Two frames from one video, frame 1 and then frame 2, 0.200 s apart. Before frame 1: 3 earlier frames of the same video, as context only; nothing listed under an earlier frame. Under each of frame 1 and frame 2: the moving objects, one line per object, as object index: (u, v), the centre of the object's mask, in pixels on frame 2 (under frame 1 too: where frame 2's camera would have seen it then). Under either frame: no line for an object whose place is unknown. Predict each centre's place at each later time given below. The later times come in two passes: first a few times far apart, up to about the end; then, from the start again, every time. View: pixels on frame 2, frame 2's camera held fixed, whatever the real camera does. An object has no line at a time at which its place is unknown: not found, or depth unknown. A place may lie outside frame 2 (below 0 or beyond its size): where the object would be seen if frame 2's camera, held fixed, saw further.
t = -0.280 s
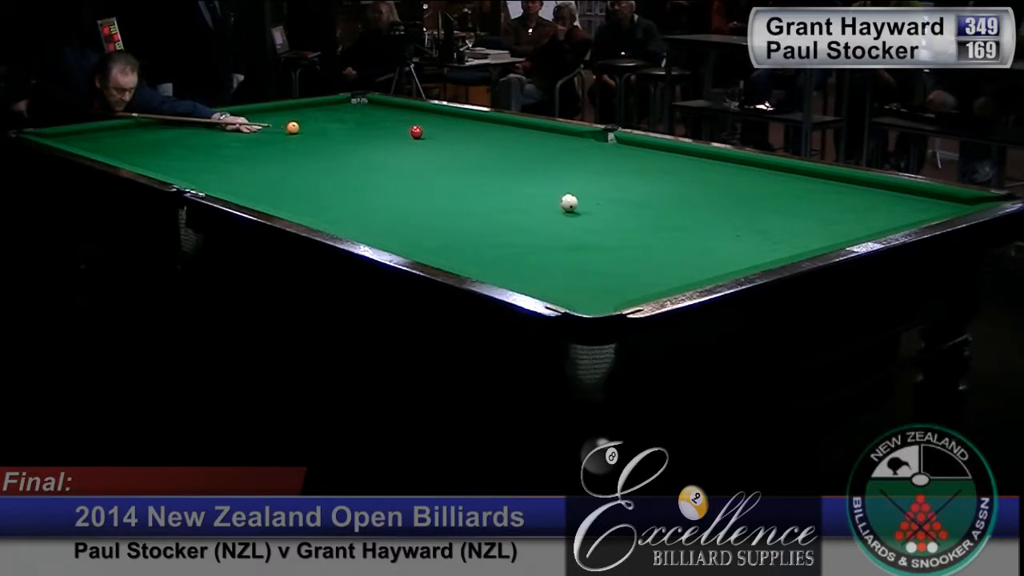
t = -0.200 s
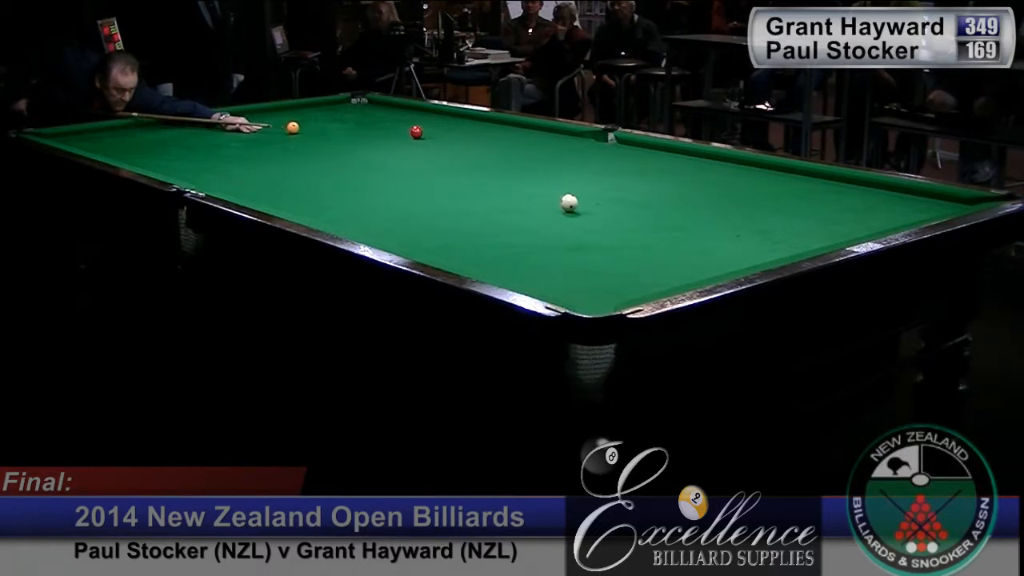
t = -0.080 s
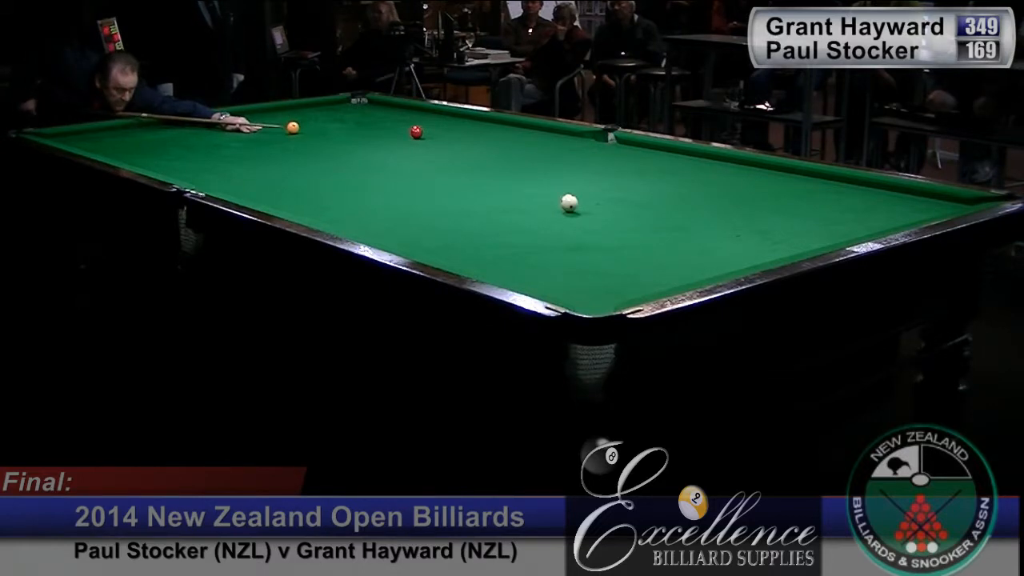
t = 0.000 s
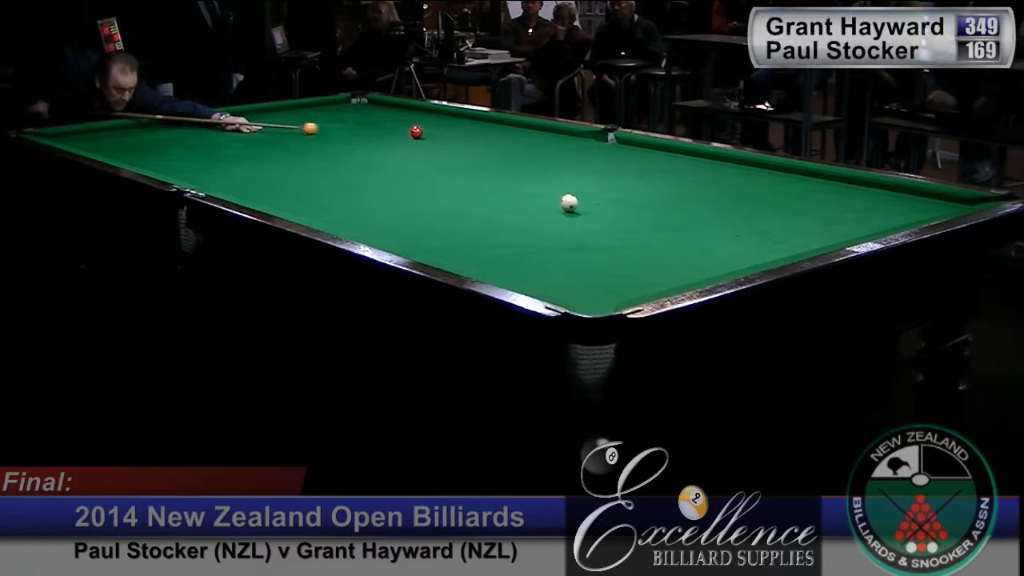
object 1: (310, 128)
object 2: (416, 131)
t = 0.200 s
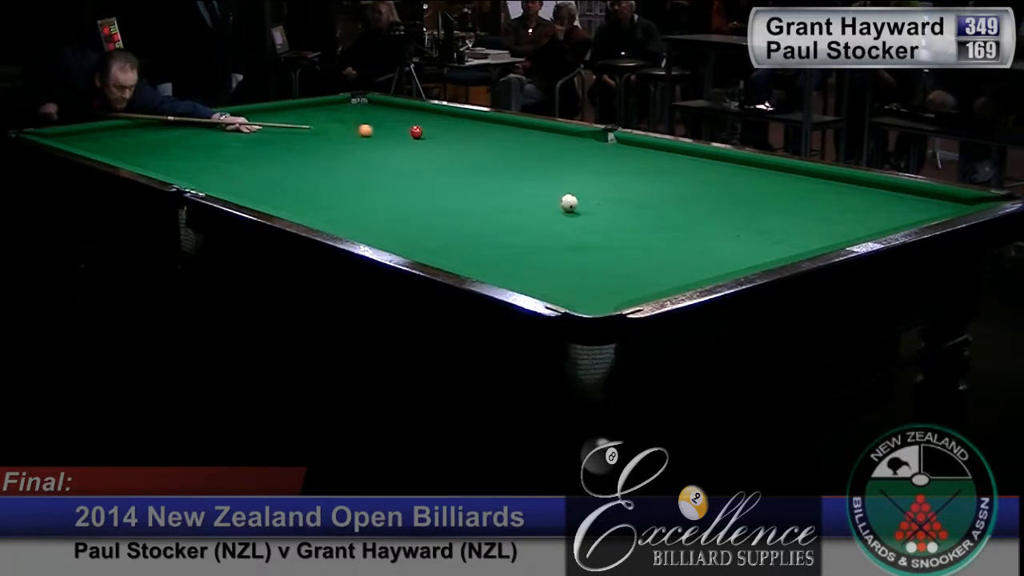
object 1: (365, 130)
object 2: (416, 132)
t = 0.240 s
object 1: (376, 130)
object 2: (416, 131)
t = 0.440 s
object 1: (406, 132)
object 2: (439, 132)
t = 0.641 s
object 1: (418, 134)
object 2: (477, 133)
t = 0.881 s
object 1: (433, 136)
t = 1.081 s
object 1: (444, 138)
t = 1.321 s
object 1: (458, 140)
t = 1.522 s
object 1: (468, 141)
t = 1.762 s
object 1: (480, 143)
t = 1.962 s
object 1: (490, 144)
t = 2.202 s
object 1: (500, 146)
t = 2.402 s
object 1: (508, 147)
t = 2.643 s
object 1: (517, 148)
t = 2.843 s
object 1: (524, 149)
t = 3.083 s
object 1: (531, 150)
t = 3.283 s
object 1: (537, 151)
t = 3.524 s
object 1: (542, 151)
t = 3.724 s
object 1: (546, 152)
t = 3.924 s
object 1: (549, 152)
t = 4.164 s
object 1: (551, 153)
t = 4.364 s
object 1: (552, 153)
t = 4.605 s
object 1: (552, 153)
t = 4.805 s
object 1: (553, 153)
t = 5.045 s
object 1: (553, 153)
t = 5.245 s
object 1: (553, 153)
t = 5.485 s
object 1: (553, 153)
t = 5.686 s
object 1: (553, 153)
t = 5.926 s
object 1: (553, 153)
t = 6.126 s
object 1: (553, 153)
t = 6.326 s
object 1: (553, 153)
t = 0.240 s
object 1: (376, 130)
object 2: (416, 131)
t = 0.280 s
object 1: (387, 130)
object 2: (416, 132)
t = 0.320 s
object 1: (397, 131)
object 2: (416, 132)
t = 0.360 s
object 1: (404, 131)
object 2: (420, 132)
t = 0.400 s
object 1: (404, 132)
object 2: (430, 132)
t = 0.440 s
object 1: (406, 132)
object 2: (439, 132)
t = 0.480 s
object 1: (409, 133)
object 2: (448, 132)
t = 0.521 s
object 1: (411, 133)
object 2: (456, 132)
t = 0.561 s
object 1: (414, 134)
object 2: (462, 132)
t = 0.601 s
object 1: (416, 134)
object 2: (470, 132)
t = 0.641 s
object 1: (418, 134)
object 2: (477, 133)
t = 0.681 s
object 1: (421, 134)
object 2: (484, 133)
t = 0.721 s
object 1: (424, 135)
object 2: (492, 133)
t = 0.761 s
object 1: (426, 135)
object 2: (499, 133)
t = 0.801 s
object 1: (428, 135)
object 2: (506, 133)
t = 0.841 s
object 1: (430, 136)
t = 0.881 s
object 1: (433, 136)
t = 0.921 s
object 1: (435, 137)
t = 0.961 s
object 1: (438, 137)
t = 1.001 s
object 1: (440, 137)
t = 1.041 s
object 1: (442, 138)
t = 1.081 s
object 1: (444, 138)
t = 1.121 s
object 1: (447, 138)
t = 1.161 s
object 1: (449, 139)
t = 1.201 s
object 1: (451, 139)
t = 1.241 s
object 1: (453, 139)
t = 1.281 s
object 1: (455, 139)
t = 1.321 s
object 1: (458, 140)
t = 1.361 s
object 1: (460, 140)
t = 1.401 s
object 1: (462, 140)
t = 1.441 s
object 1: (464, 141)
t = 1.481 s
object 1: (466, 141)
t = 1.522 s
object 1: (468, 141)
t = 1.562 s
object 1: (471, 141)
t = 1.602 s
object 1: (472, 142)
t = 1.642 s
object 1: (474, 142)
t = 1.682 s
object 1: (476, 142)
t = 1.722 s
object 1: (478, 142)
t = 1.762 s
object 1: (480, 143)
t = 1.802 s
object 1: (482, 143)
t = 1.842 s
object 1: (484, 143)
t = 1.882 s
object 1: (486, 144)
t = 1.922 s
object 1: (488, 144)
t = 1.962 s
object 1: (490, 144)
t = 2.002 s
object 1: (491, 144)
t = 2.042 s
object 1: (493, 145)
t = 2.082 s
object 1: (495, 145)
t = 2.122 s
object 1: (497, 145)
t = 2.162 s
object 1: (498, 145)
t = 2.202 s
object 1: (500, 146)
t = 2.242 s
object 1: (502, 146)
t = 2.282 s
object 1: (503, 146)
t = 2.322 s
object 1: (505, 146)
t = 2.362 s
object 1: (507, 147)
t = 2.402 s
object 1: (508, 147)
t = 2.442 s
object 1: (510, 147)
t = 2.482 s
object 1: (511, 147)
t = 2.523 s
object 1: (513, 148)
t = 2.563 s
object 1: (515, 148)
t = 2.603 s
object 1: (516, 148)
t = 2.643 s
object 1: (517, 148)
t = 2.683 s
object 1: (519, 148)
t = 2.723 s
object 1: (520, 148)
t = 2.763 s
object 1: (522, 149)
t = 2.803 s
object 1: (523, 149)
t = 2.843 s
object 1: (524, 149)
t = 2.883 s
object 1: (525, 149)
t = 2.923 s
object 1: (526, 149)
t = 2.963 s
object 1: (528, 150)
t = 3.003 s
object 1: (529, 150)
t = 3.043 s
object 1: (530, 150)
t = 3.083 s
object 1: (531, 150)
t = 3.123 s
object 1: (532, 150)
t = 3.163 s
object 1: (533, 150)
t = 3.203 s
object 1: (534, 151)
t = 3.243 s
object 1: (536, 151)
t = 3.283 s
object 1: (537, 151)
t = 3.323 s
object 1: (538, 151)
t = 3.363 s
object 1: (539, 151)
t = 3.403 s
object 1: (540, 151)
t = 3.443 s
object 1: (540, 151)
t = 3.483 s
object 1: (541, 151)
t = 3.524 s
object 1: (542, 151)
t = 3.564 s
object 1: (543, 152)
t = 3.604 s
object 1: (544, 151)
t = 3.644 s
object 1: (544, 152)
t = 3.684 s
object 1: (545, 152)
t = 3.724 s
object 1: (546, 152)
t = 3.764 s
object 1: (546, 152)
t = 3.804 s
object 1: (547, 152)
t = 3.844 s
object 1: (548, 152)
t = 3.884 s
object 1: (548, 152)
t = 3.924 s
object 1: (549, 152)
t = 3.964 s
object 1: (549, 152)
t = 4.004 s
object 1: (549, 152)
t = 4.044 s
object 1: (550, 153)
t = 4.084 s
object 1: (550, 153)
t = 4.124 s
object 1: (550, 153)
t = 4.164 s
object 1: (551, 153)
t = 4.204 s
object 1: (551, 153)
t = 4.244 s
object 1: (551, 153)
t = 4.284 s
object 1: (551, 153)
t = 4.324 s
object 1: (552, 153)
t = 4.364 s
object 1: (552, 153)
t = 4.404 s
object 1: (552, 153)
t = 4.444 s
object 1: (552, 153)
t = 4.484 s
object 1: (552, 153)
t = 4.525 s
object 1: (552, 153)
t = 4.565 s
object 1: (552, 153)
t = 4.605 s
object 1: (552, 153)
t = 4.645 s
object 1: (552, 153)
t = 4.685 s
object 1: (552, 153)
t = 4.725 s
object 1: (552, 153)
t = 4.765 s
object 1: (552, 153)
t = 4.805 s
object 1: (553, 153)
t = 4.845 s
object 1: (553, 153)
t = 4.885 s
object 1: (553, 153)
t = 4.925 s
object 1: (553, 153)
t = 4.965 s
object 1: (553, 153)
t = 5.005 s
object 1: (553, 153)
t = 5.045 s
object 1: (553, 153)
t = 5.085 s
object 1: (553, 153)
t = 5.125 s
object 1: (553, 153)
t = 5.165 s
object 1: (553, 153)
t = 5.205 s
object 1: (553, 153)
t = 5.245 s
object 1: (553, 153)
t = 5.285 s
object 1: (553, 153)
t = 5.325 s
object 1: (553, 153)
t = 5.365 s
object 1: (553, 153)
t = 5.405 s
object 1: (553, 153)
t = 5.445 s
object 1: (553, 153)
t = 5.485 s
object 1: (553, 153)
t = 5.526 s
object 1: (553, 153)
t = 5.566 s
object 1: (553, 153)
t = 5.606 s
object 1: (553, 153)
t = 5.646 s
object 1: (553, 153)
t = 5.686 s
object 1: (553, 153)
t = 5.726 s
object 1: (553, 153)
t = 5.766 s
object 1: (553, 153)
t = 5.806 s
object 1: (553, 153)
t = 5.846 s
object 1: (553, 153)
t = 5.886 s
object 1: (553, 153)
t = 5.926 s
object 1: (553, 153)
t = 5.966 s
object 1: (553, 153)
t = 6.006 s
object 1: (553, 153)
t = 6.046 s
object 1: (553, 153)
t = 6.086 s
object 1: (553, 153)
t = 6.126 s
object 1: (553, 153)
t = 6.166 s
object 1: (553, 153)
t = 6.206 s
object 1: (553, 153)
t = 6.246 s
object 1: (553, 153)
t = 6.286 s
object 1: (553, 153)
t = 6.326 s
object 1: (553, 153)
